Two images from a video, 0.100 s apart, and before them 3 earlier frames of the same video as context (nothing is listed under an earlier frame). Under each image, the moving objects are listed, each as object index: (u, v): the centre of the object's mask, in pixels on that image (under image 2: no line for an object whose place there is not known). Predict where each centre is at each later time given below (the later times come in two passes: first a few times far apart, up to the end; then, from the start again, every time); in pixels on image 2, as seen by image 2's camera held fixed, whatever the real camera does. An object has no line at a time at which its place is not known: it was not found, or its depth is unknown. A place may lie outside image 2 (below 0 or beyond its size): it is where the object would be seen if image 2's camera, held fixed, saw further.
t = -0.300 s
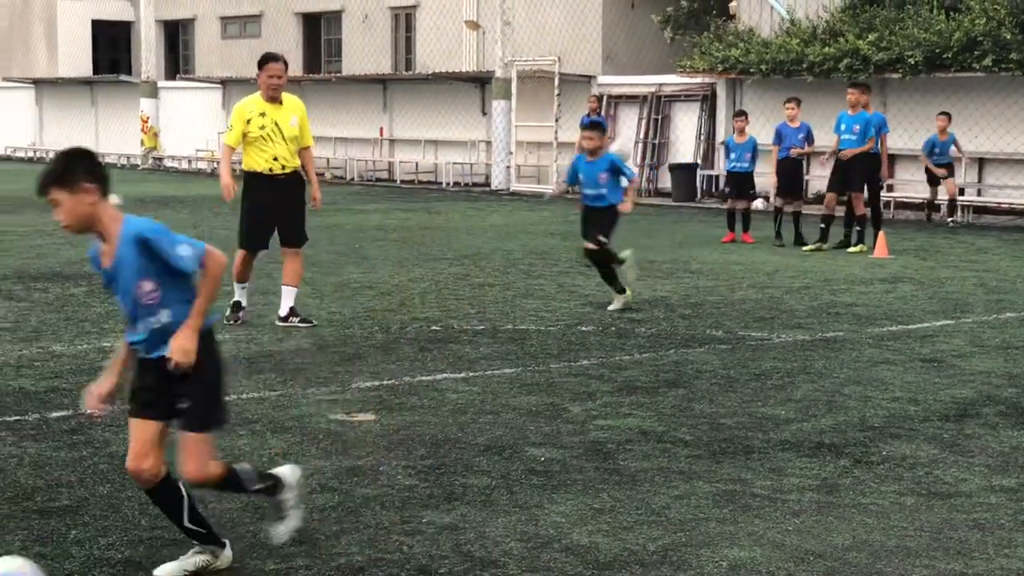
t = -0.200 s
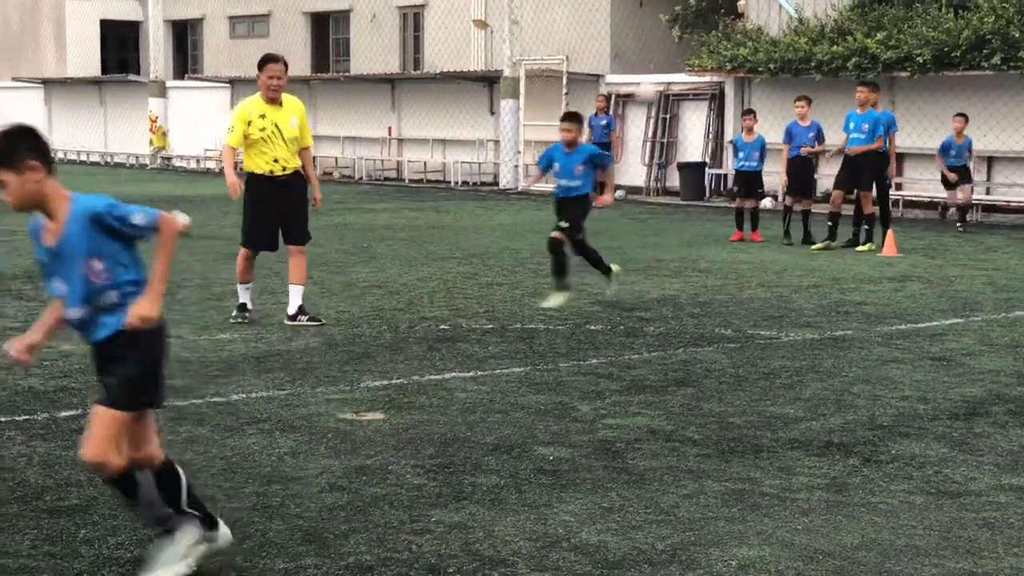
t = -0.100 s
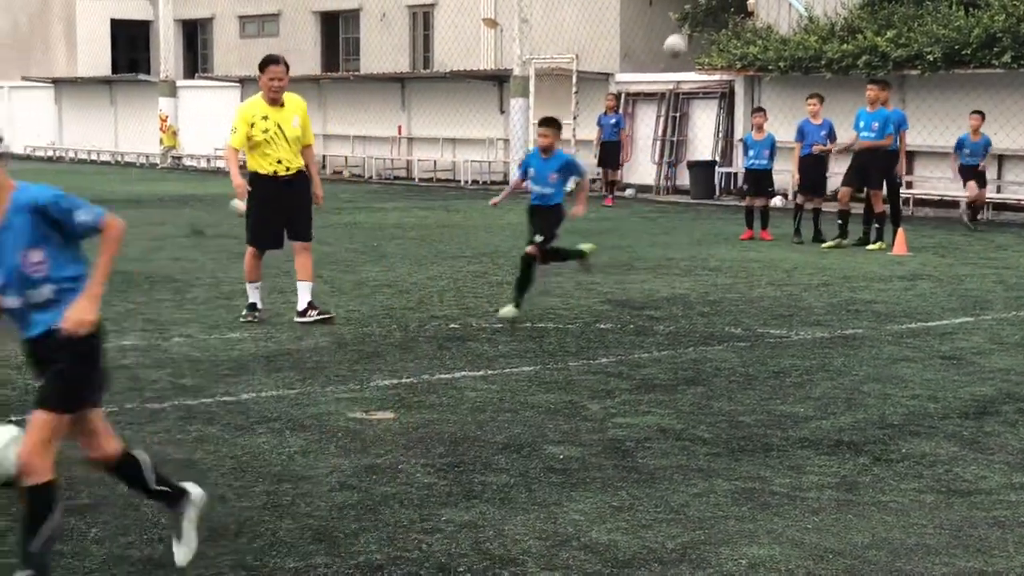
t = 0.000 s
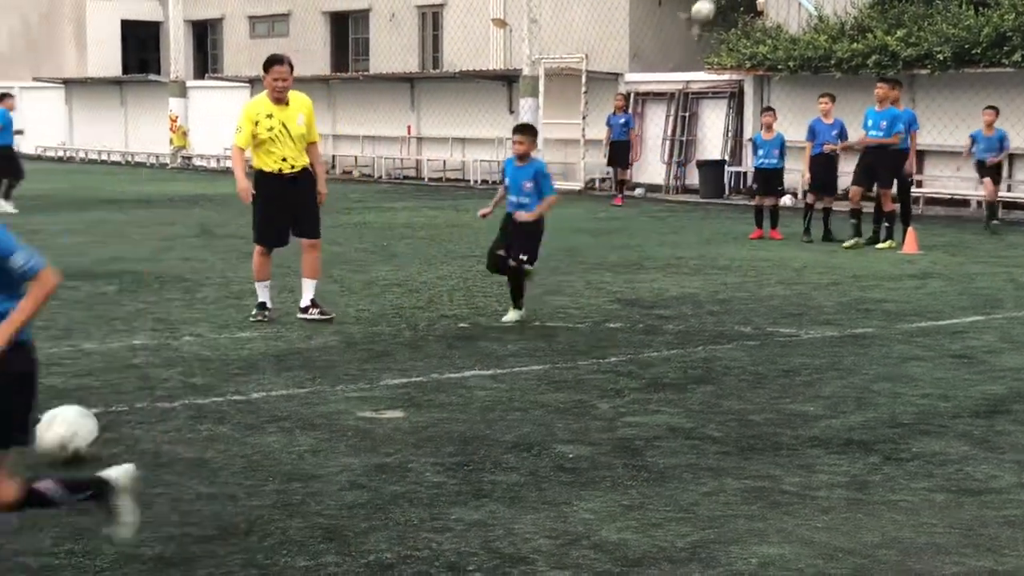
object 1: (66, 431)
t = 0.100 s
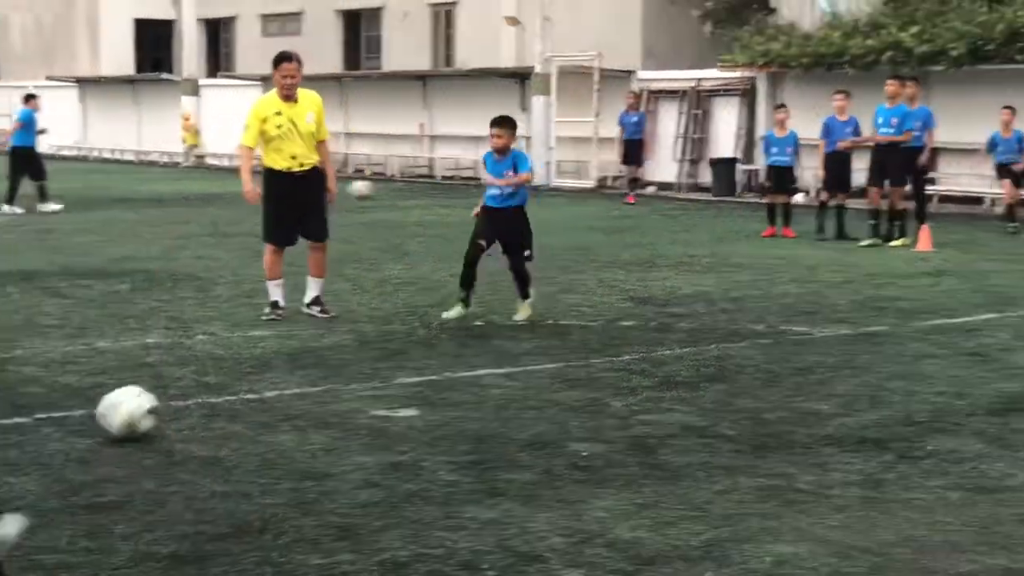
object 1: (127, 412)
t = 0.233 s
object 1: (180, 388)
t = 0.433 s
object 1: (248, 364)
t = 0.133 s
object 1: (142, 406)
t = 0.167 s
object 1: (156, 401)
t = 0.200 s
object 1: (169, 392)
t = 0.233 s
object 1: (180, 388)
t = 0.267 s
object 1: (194, 387)
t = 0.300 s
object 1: (205, 381)
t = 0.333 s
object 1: (217, 377)
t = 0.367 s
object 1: (228, 374)
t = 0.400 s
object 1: (238, 373)
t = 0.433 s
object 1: (248, 364)
